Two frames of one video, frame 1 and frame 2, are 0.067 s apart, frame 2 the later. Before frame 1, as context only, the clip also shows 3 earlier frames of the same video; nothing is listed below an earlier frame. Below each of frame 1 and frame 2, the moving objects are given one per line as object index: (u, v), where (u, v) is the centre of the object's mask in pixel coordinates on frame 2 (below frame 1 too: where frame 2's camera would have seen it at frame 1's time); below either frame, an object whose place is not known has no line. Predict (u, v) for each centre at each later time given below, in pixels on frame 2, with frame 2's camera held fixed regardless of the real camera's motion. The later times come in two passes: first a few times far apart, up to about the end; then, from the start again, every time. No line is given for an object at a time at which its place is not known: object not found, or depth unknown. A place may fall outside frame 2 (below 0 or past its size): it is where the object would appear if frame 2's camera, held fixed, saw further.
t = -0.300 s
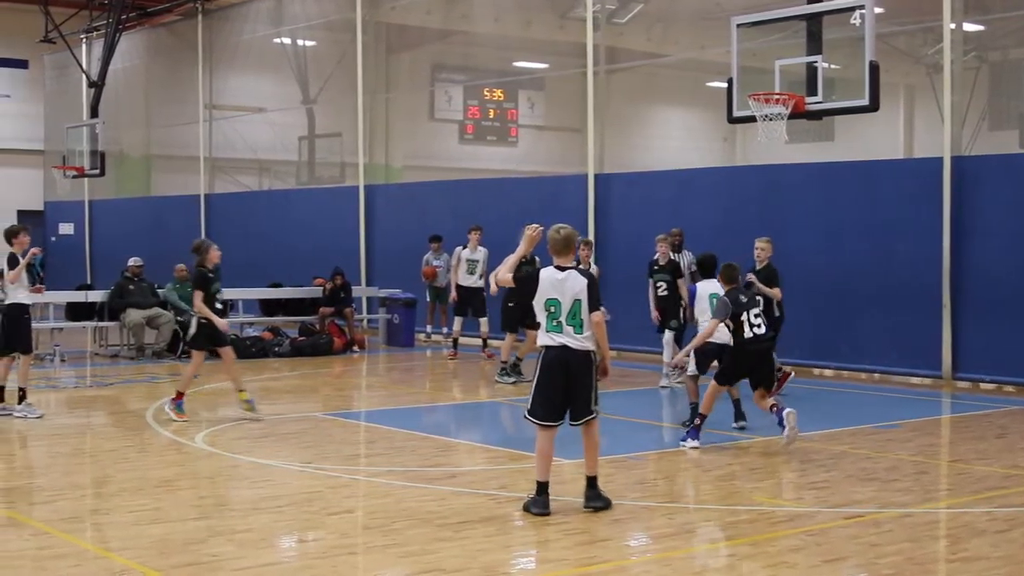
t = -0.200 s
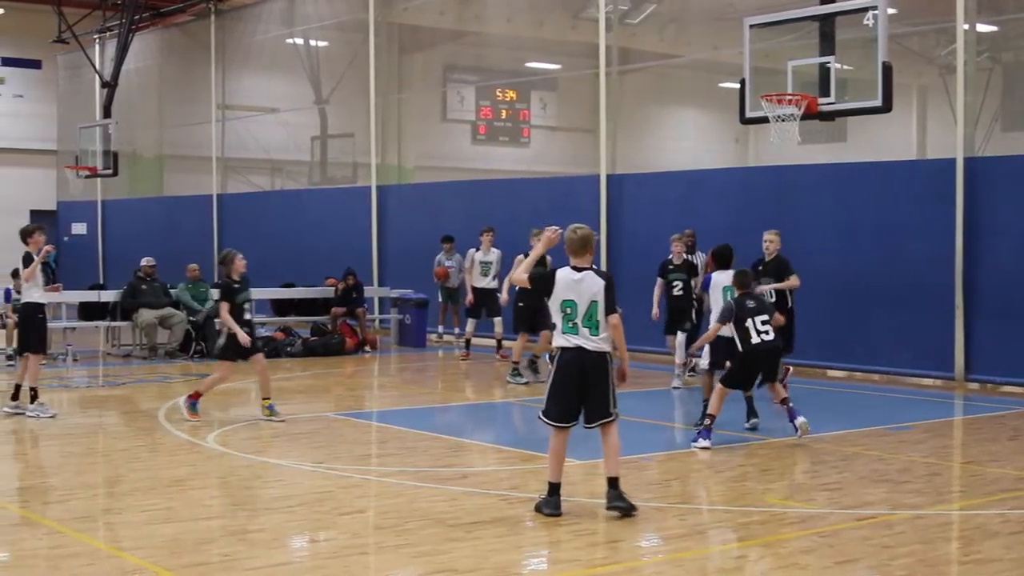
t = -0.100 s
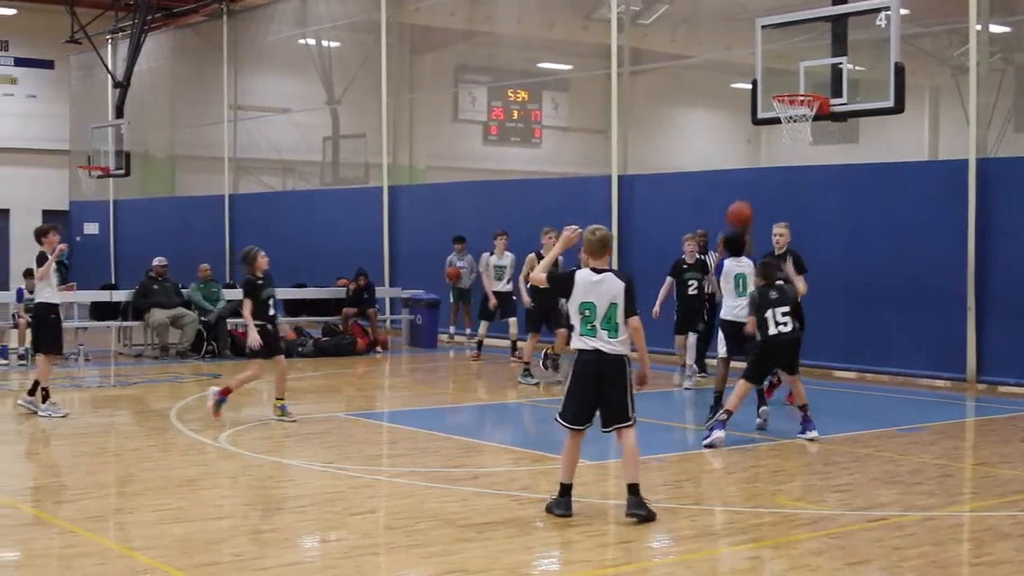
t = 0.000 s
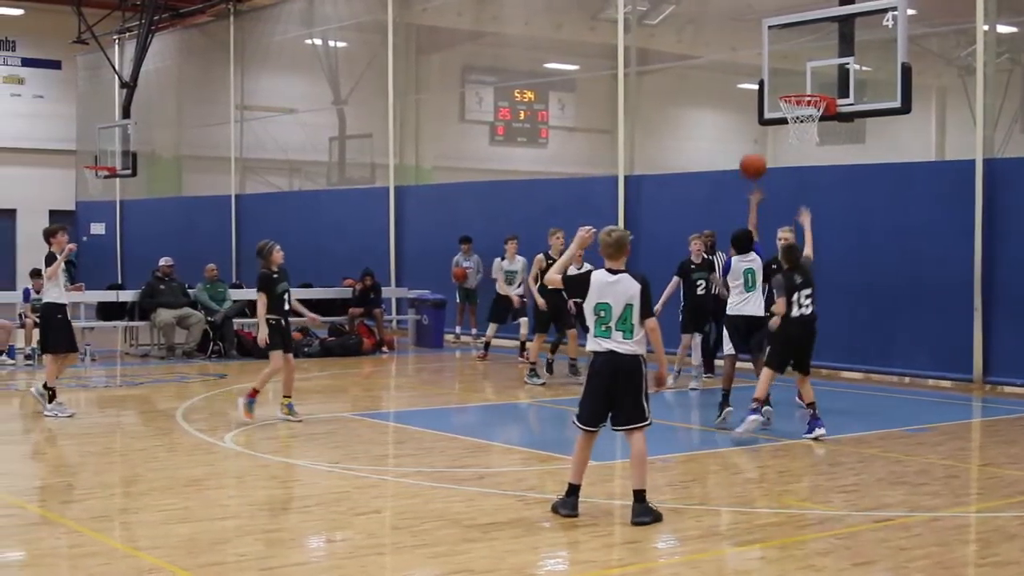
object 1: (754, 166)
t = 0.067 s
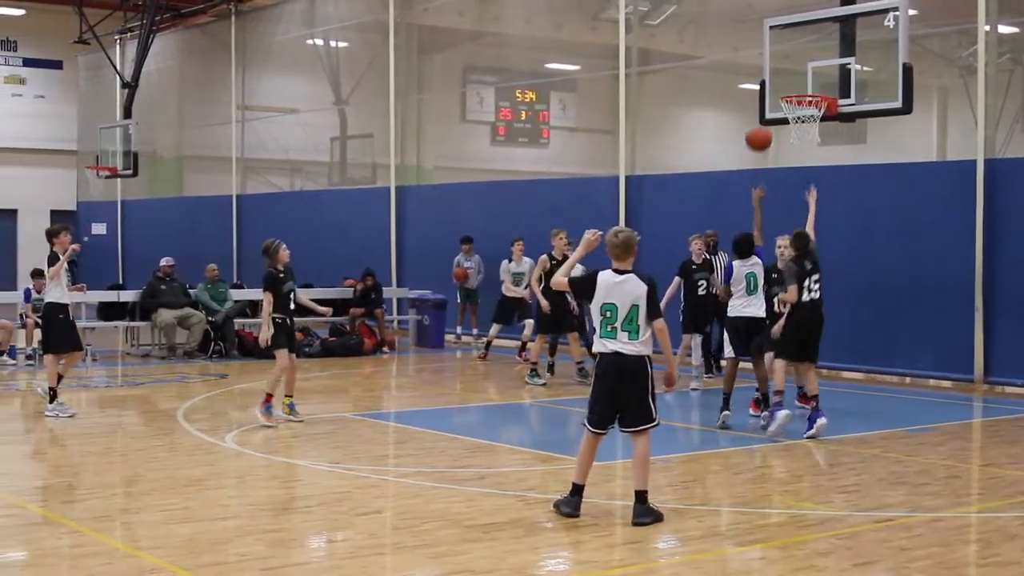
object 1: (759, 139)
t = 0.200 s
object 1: (768, 99)
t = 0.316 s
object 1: (774, 81)
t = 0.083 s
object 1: (760, 133)
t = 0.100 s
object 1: (761, 127)
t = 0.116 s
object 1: (762, 121)
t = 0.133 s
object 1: (763, 116)
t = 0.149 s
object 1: (764, 111)
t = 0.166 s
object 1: (765, 107)
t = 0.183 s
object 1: (766, 102)
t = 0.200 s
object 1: (768, 99)
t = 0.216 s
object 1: (769, 96)
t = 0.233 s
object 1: (770, 93)
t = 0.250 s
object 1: (771, 90)
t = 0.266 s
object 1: (772, 87)
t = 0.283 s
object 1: (773, 84)
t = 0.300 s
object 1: (774, 83)
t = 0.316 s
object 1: (774, 81)
